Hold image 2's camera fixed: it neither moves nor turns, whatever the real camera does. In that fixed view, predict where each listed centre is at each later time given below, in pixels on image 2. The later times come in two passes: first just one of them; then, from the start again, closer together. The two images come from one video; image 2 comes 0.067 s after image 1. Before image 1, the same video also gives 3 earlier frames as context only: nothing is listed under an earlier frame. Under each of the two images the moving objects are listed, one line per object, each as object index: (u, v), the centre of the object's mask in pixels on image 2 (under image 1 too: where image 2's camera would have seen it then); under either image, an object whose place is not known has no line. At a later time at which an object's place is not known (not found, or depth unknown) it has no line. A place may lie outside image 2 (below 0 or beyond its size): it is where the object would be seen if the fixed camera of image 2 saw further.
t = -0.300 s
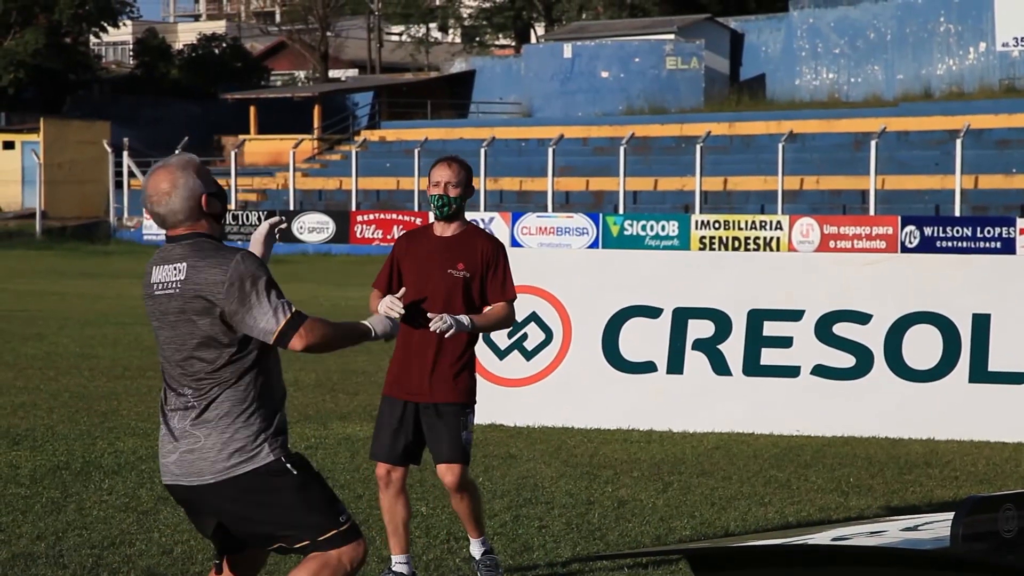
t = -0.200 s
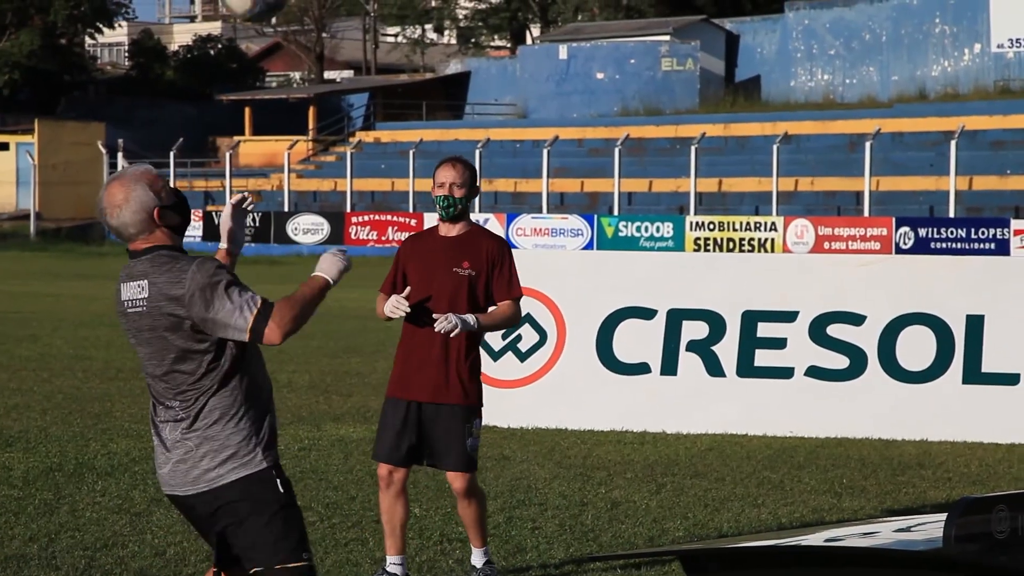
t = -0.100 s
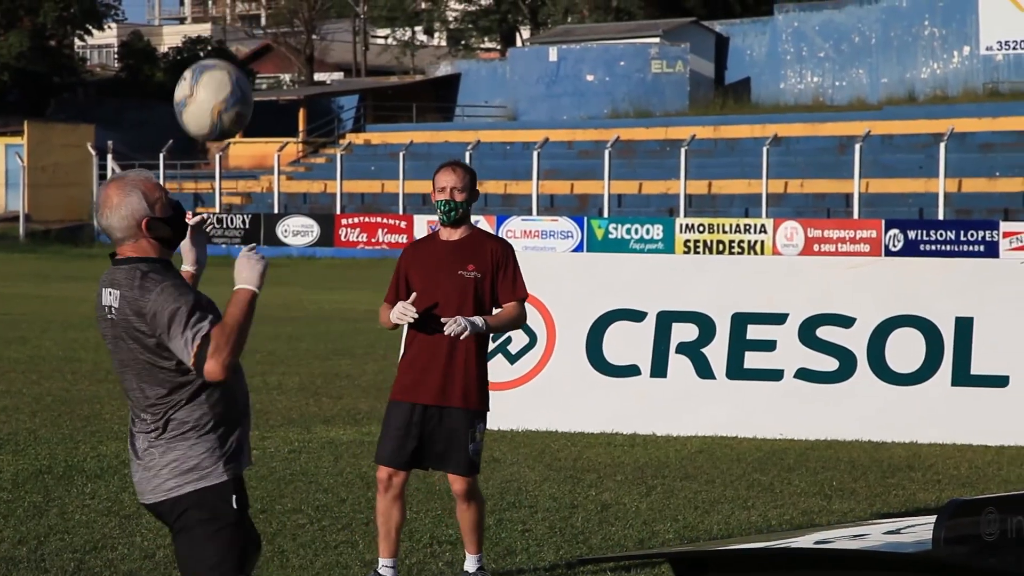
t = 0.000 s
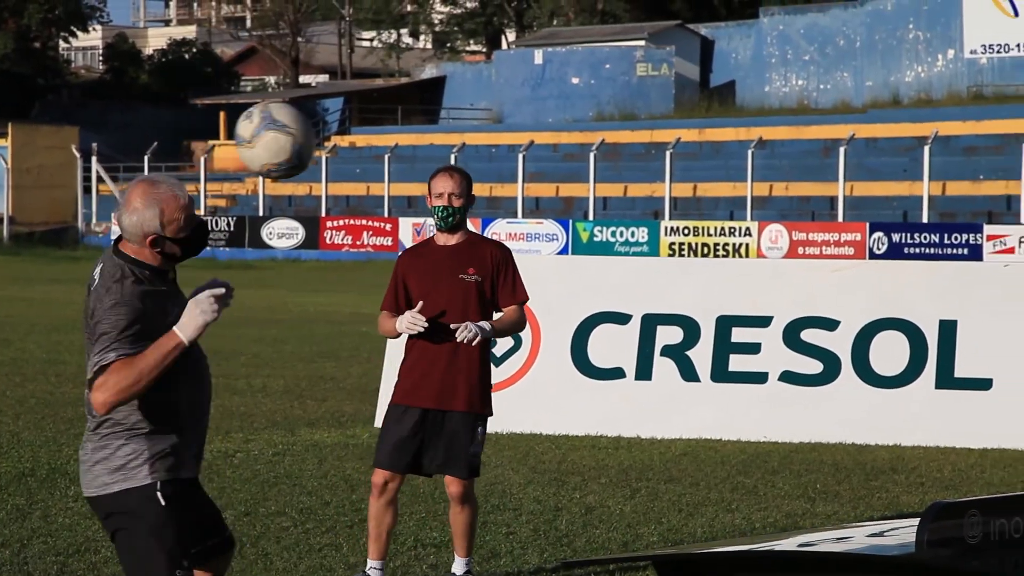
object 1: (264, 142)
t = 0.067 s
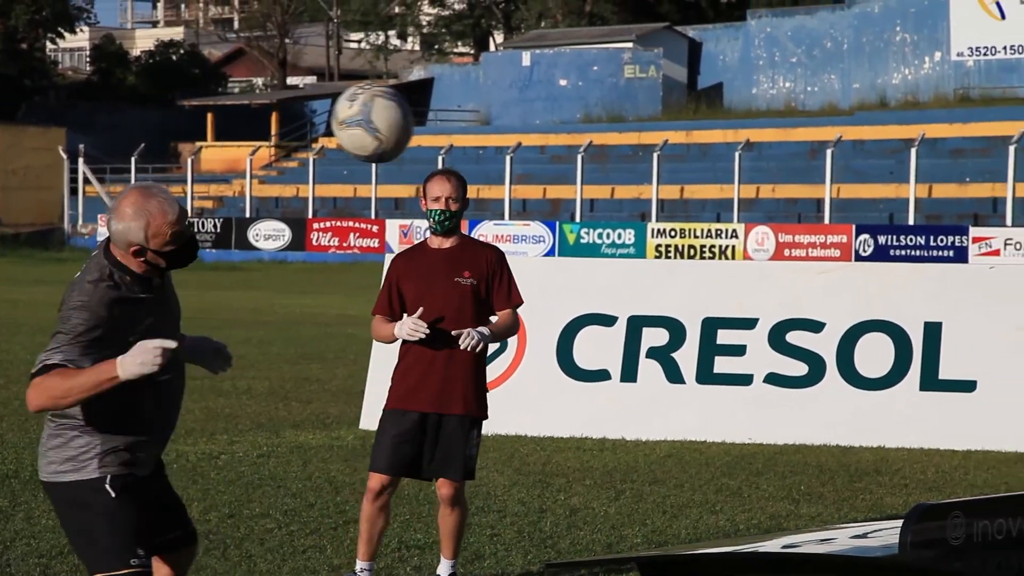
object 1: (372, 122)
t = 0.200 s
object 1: (601, 132)
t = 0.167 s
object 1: (543, 123)
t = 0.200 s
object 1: (601, 132)
